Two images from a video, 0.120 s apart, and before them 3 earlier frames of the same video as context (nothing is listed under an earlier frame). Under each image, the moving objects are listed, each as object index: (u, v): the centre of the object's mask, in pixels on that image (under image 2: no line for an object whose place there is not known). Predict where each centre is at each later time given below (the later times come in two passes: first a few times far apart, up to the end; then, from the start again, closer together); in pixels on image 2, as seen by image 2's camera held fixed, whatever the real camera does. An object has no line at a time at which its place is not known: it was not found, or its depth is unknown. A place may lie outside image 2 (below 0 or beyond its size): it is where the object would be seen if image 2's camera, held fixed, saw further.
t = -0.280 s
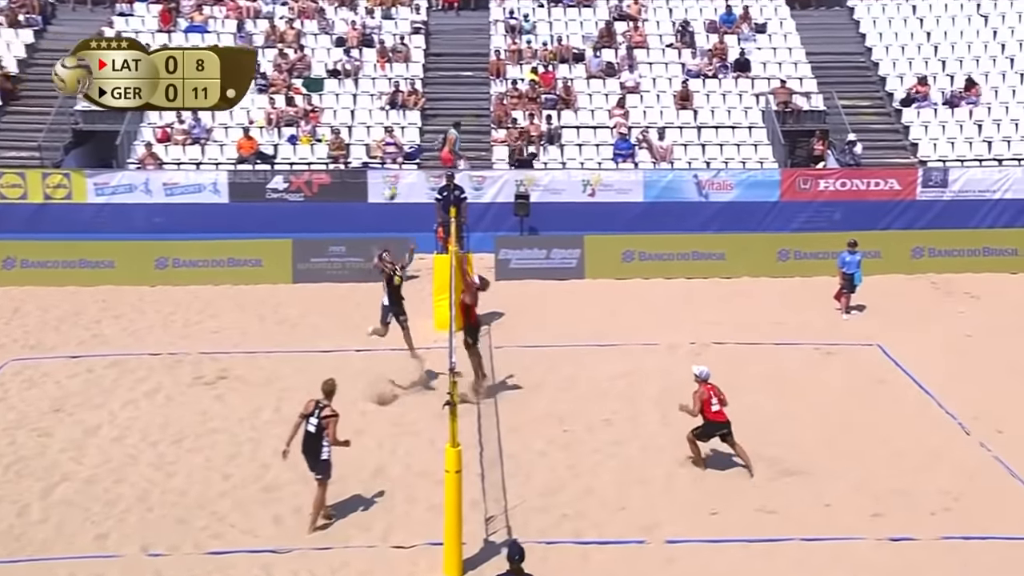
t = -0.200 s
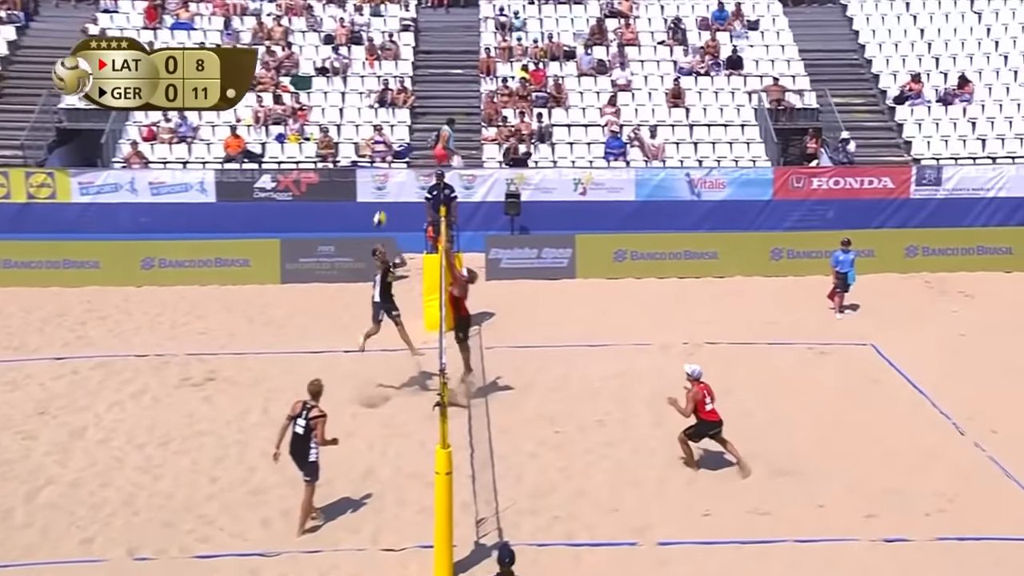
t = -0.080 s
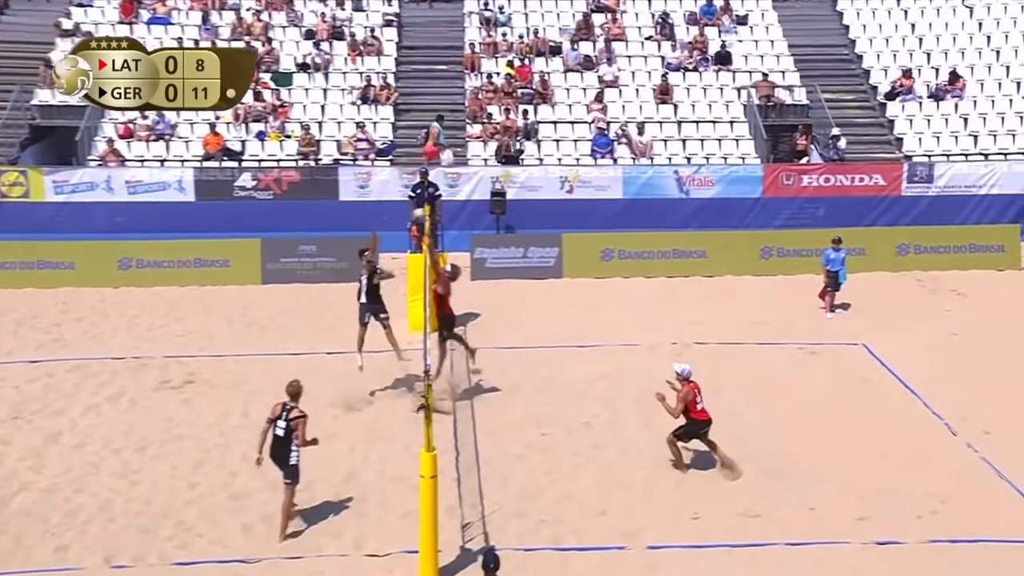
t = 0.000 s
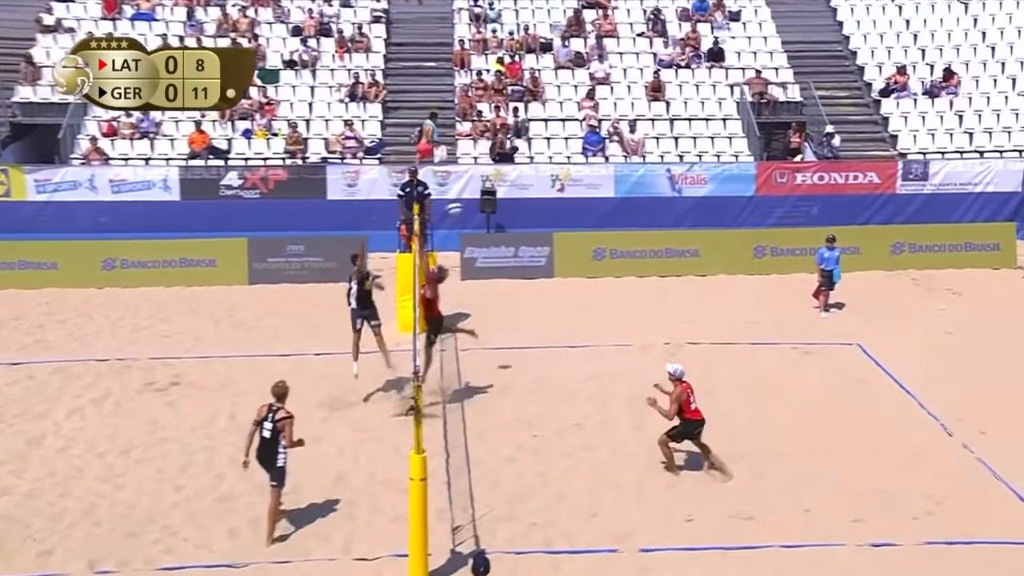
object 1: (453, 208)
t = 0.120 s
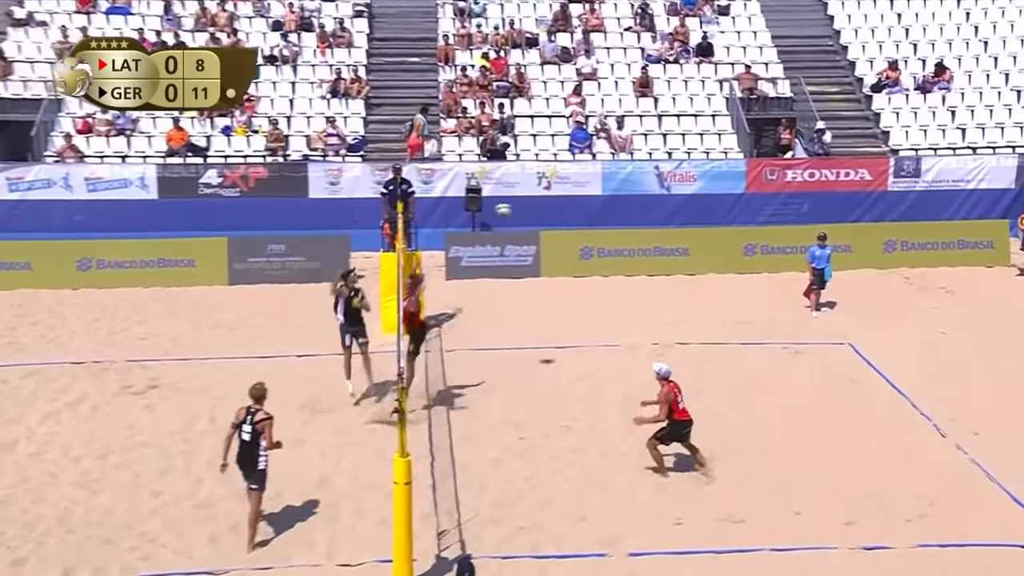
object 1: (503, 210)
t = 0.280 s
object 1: (580, 226)
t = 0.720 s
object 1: (750, 345)
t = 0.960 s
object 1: (829, 304)
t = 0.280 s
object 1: (580, 226)
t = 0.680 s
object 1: (738, 332)
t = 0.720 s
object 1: (750, 345)
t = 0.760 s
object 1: (762, 337)
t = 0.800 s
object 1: (776, 327)
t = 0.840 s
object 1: (788, 320)
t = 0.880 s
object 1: (801, 314)
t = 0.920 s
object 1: (812, 306)
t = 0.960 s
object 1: (829, 304)
